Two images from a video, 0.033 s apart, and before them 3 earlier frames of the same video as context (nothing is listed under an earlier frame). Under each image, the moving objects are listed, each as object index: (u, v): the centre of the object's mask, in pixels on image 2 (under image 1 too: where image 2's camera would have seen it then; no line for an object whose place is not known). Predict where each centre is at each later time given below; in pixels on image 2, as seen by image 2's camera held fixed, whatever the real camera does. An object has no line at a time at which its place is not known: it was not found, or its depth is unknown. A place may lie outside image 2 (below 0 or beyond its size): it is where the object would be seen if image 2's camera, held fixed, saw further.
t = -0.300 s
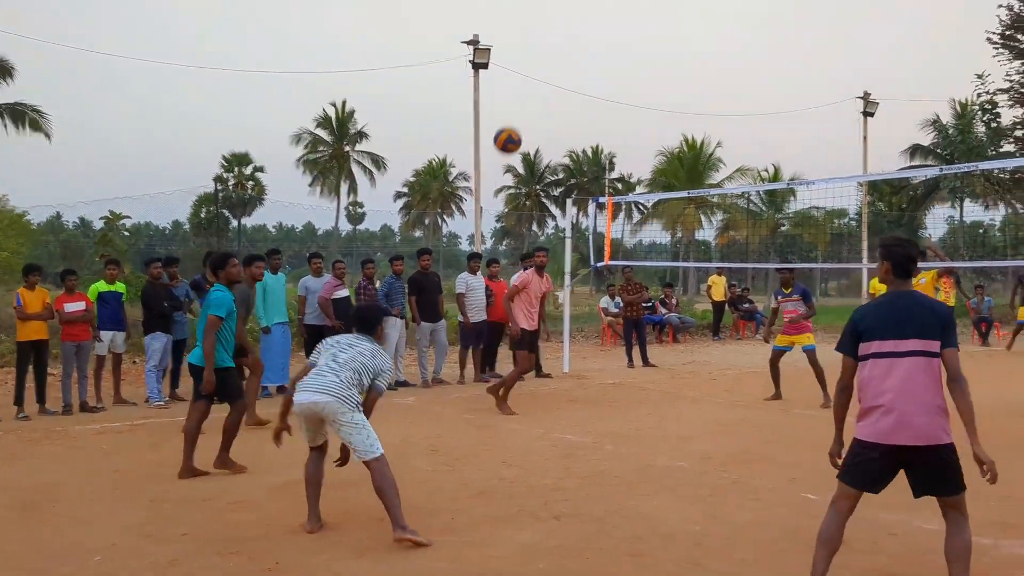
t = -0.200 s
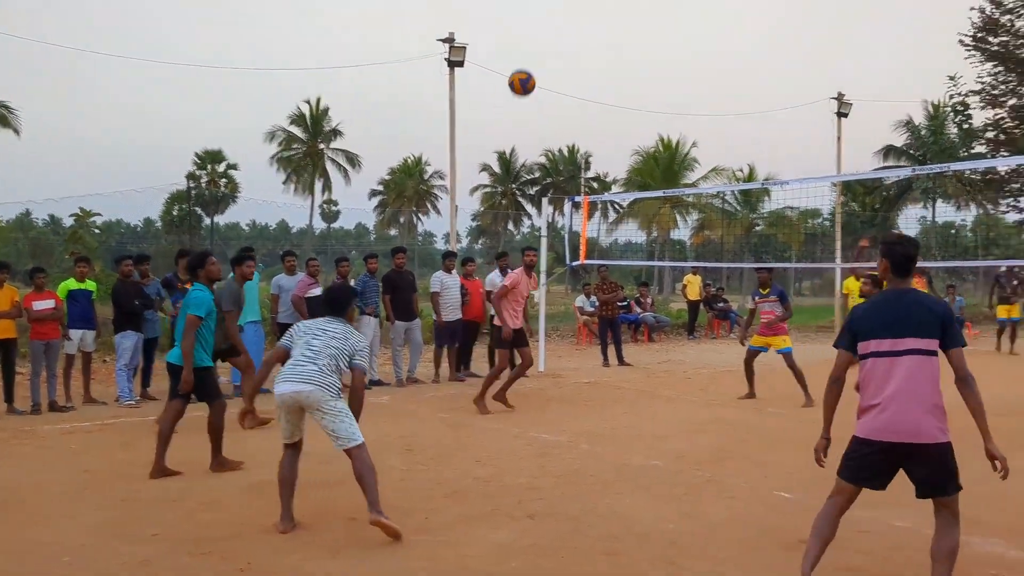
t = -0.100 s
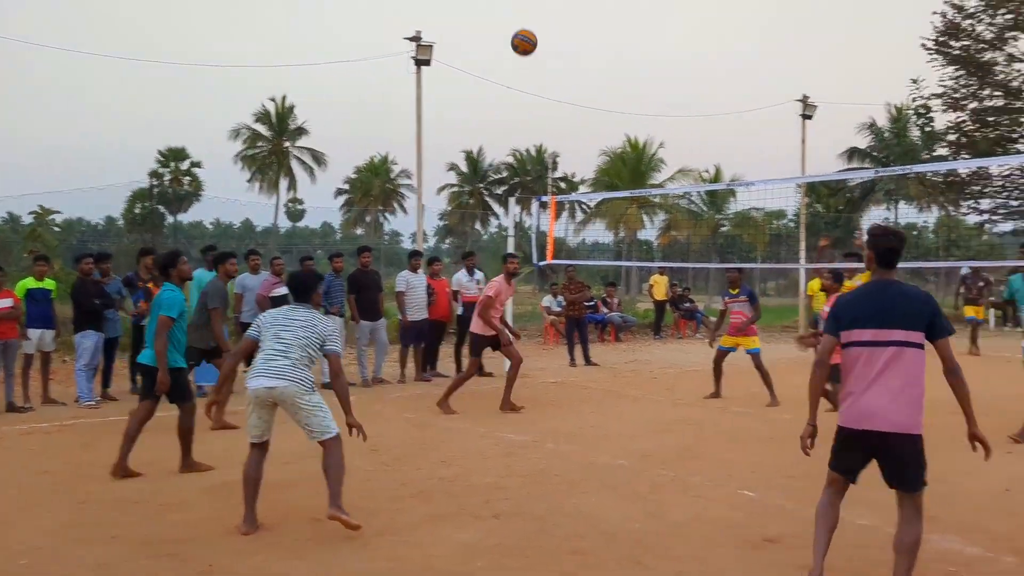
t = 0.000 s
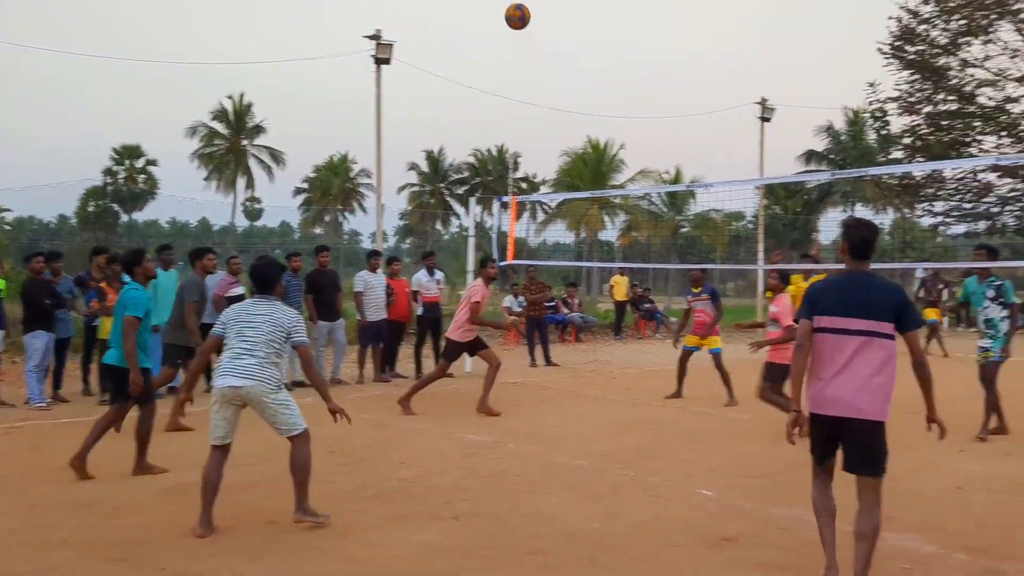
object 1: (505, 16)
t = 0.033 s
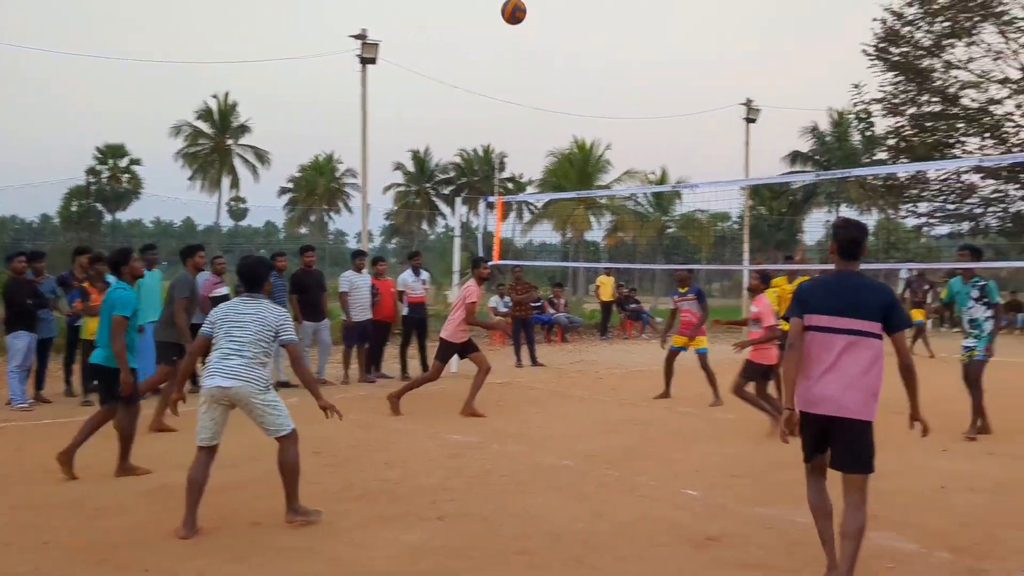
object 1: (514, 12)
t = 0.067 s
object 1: (521, 10)
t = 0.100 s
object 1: (529, 9)
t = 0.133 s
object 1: (537, 8)
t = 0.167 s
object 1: (544, 8)
